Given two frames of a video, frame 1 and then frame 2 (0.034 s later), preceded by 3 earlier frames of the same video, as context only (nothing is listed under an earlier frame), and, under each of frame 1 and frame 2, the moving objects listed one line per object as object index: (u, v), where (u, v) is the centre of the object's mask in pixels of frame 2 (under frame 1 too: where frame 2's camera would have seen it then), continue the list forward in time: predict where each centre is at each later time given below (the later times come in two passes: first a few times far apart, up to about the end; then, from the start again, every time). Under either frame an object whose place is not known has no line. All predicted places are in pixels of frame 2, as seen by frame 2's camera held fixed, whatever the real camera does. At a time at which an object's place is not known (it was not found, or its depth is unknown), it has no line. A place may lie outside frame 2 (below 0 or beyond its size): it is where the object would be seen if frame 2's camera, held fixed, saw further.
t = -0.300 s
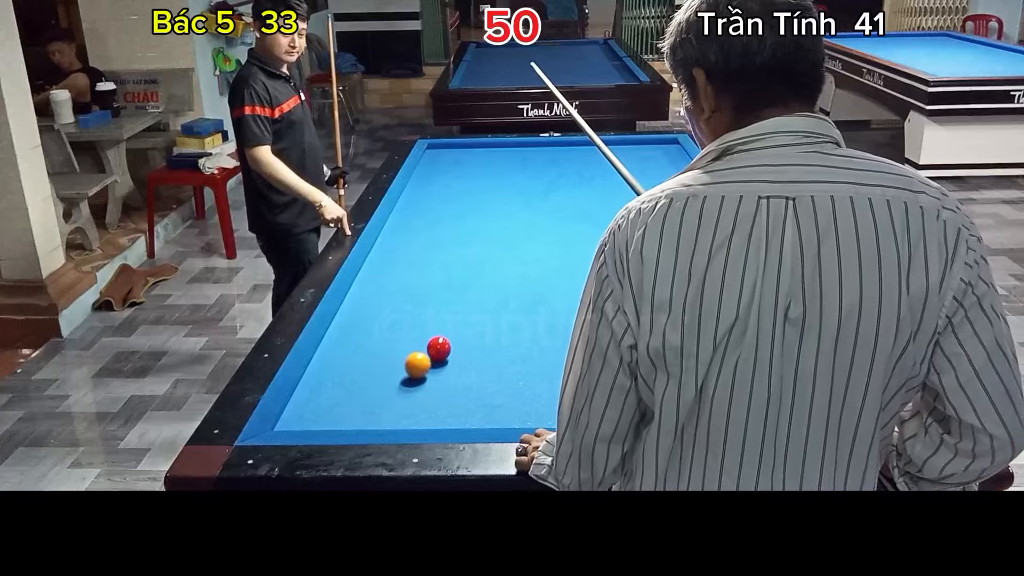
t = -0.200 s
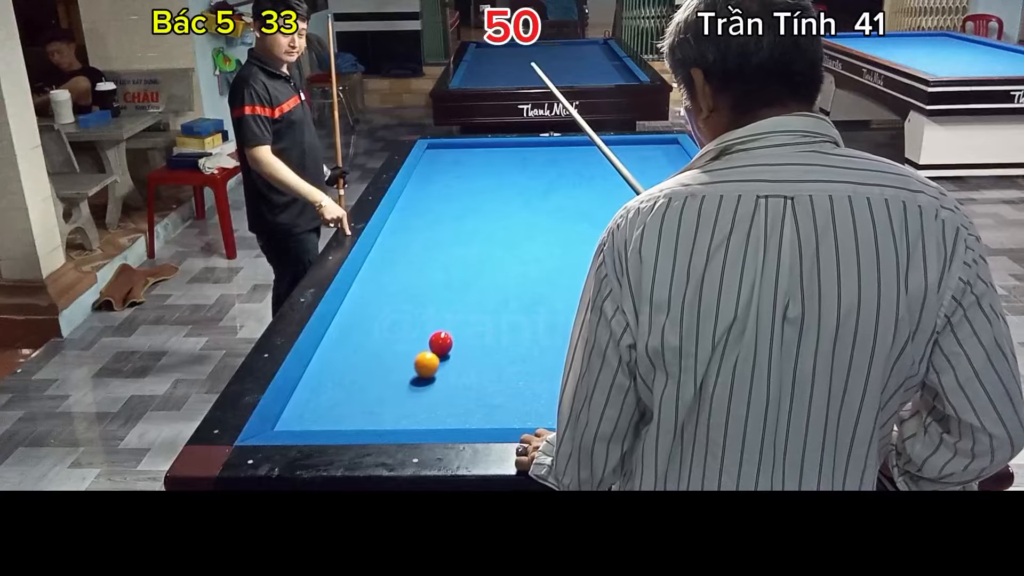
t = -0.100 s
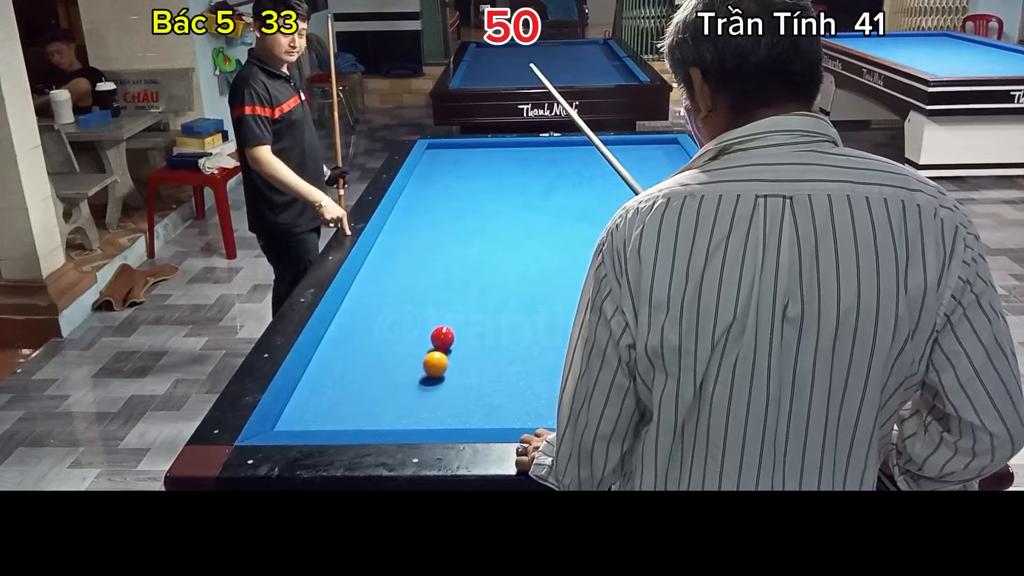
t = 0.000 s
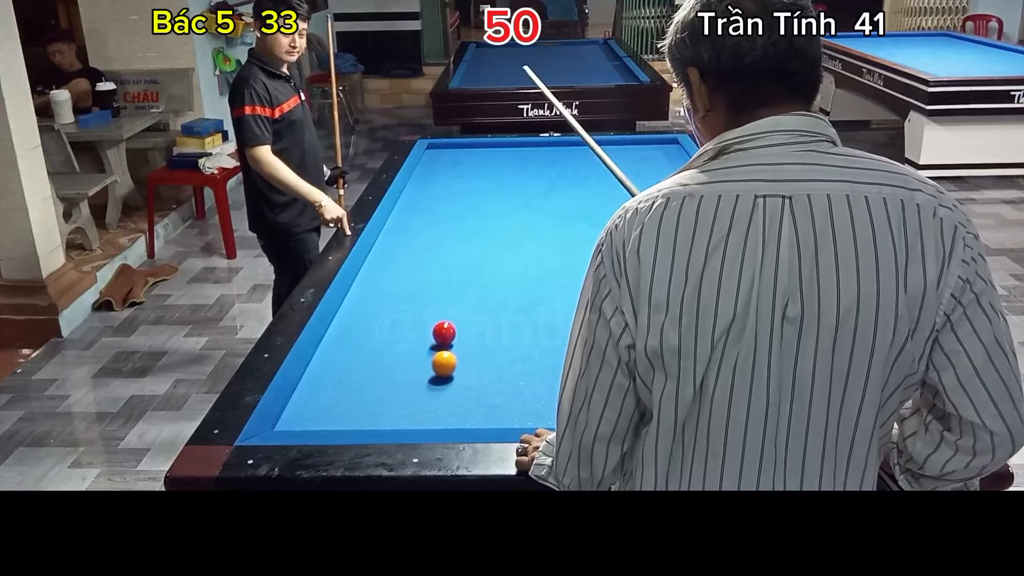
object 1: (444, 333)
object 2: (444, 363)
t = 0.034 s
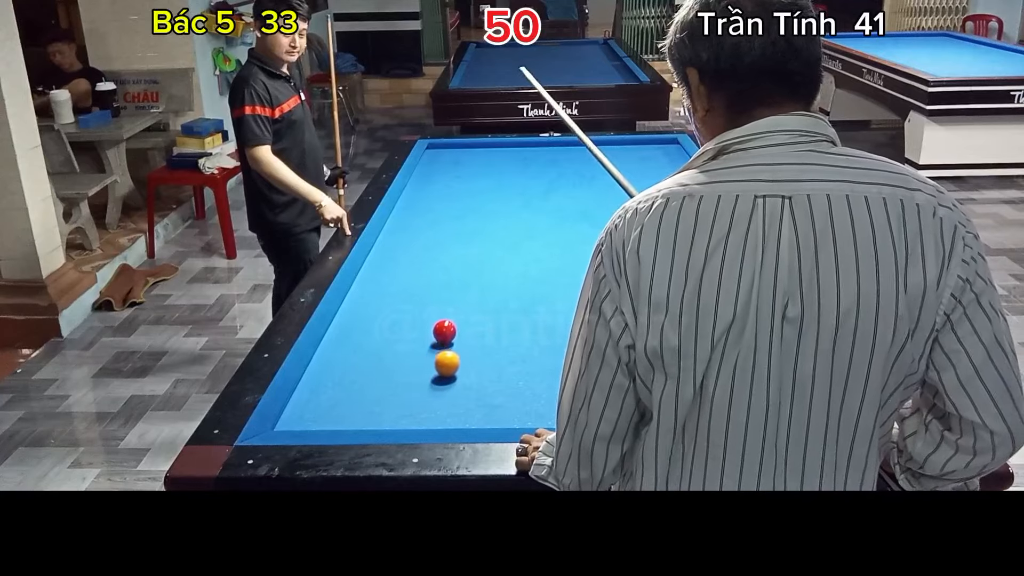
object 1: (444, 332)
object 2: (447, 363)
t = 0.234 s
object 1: (447, 322)
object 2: (463, 363)
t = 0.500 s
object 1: (451, 311)
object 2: (484, 361)
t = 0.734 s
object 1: (454, 302)
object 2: (501, 361)
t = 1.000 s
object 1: (457, 293)
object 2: (519, 360)
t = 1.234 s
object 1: (458, 285)
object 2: (533, 359)
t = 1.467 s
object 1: (460, 279)
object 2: (547, 358)
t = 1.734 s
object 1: (460, 272)
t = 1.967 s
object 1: (461, 266)
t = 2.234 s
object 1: (463, 260)
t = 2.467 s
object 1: (464, 256)
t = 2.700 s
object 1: (466, 252)
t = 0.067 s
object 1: (445, 330)
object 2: (450, 363)
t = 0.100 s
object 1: (445, 328)
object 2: (452, 363)
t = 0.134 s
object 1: (446, 327)
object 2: (455, 363)
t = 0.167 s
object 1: (446, 325)
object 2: (458, 363)
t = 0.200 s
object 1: (447, 324)
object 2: (461, 363)
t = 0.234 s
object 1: (447, 322)
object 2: (463, 363)
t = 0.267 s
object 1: (448, 321)
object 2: (466, 363)
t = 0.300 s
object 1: (448, 319)
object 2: (469, 363)
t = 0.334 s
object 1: (449, 318)
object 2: (471, 362)
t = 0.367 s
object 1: (449, 317)
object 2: (474, 362)
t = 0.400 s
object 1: (449, 315)
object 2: (476, 362)
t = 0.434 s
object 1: (450, 314)
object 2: (479, 362)
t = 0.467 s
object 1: (450, 312)
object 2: (481, 361)
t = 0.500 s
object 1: (451, 311)
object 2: (484, 361)
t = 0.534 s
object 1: (451, 310)
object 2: (486, 361)
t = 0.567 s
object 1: (452, 309)
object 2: (489, 361)
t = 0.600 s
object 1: (452, 307)
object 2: (491, 361)
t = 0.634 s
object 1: (452, 306)
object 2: (493, 361)
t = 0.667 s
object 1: (453, 304)
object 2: (496, 361)
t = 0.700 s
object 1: (453, 303)
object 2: (498, 361)
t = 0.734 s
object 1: (454, 302)
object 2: (501, 361)
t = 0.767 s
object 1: (454, 301)
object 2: (503, 361)
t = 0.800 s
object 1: (455, 300)
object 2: (505, 360)
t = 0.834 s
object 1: (455, 299)
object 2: (507, 360)
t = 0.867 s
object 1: (456, 298)
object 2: (510, 360)
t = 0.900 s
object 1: (456, 296)
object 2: (512, 360)
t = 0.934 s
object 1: (456, 295)
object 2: (514, 360)
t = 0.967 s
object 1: (456, 294)
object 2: (516, 360)
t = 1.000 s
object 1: (457, 293)
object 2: (519, 360)
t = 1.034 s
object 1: (457, 292)
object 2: (521, 360)
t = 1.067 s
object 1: (457, 291)
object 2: (523, 360)
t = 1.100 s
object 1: (457, 290)
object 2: (525, 360)
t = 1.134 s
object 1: (458, 289)
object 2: (527, 359)
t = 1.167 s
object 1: (458, 288)
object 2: (529, 359)
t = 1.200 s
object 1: (458, 287)
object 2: (531, 359)
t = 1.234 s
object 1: (458, 285)
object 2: (533, 359)
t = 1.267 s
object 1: (459, 284)
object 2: (535, 359)
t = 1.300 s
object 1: (459, 283)
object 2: (537, 359)
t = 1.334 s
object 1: (459, 282)
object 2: (539, 359)
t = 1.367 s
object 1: (459, 281)
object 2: (541, 359)
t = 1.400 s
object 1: (459, 280)
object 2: (543, 358)
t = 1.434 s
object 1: (459, 280)
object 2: (545, 358)
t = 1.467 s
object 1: (460, 279)
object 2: (547, 358)
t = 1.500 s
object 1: (460, 278)
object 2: (549, 358)
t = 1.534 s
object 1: (460, 277)
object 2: (550, 358)
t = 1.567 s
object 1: (460, 276)
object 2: (552, 358)
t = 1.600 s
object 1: (460, 275)
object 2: (554, 358)
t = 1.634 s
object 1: (460, 274)
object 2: (556, 358)
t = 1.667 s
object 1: (460, 273)
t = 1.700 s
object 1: (460, 273)
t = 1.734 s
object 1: (460, 272)
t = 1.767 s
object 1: (460, 271)
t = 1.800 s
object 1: (460, 270)
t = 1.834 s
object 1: (461, 269)
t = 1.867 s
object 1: (461, 269)
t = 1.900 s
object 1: (461, 268)
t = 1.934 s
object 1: (461, 267)
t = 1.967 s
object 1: (461, 266)
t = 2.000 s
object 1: (461, 266)
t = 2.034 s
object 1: (462, 265)
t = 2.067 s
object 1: (462, 264)
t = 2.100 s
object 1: (462, 263)
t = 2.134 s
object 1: (462, 262)
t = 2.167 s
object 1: (462, 262)
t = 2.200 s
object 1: (462, 261)
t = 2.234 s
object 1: (463, 260)
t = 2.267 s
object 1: (463, 260)
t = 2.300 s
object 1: (463, 259)
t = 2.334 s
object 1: (463, 258)
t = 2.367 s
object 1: (463, 258)
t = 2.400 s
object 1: (464, 257)
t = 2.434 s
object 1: (464, 256)
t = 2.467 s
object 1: (464, 256)
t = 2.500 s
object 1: (464, 255)
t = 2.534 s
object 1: (464, 255)
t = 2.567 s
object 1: (465, 254)
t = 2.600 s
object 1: (465, 253)
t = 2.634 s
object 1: (465, 253)
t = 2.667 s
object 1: (465, 252)
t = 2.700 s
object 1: (466, 252)
